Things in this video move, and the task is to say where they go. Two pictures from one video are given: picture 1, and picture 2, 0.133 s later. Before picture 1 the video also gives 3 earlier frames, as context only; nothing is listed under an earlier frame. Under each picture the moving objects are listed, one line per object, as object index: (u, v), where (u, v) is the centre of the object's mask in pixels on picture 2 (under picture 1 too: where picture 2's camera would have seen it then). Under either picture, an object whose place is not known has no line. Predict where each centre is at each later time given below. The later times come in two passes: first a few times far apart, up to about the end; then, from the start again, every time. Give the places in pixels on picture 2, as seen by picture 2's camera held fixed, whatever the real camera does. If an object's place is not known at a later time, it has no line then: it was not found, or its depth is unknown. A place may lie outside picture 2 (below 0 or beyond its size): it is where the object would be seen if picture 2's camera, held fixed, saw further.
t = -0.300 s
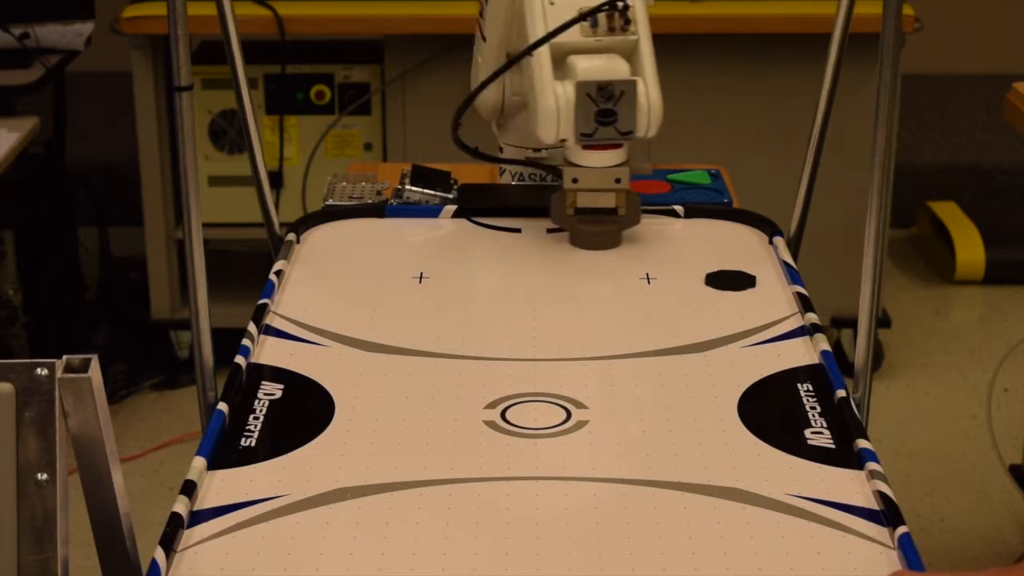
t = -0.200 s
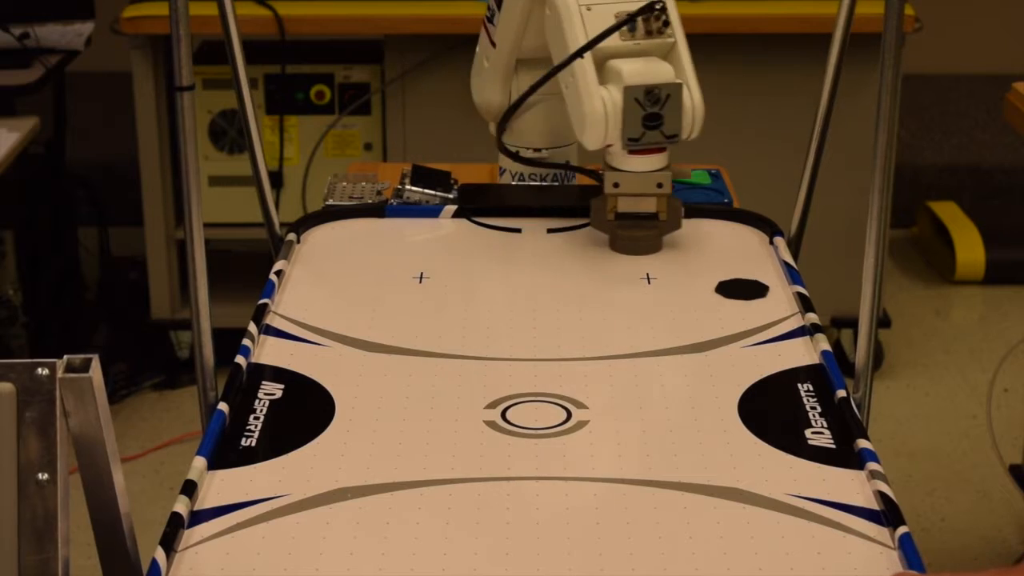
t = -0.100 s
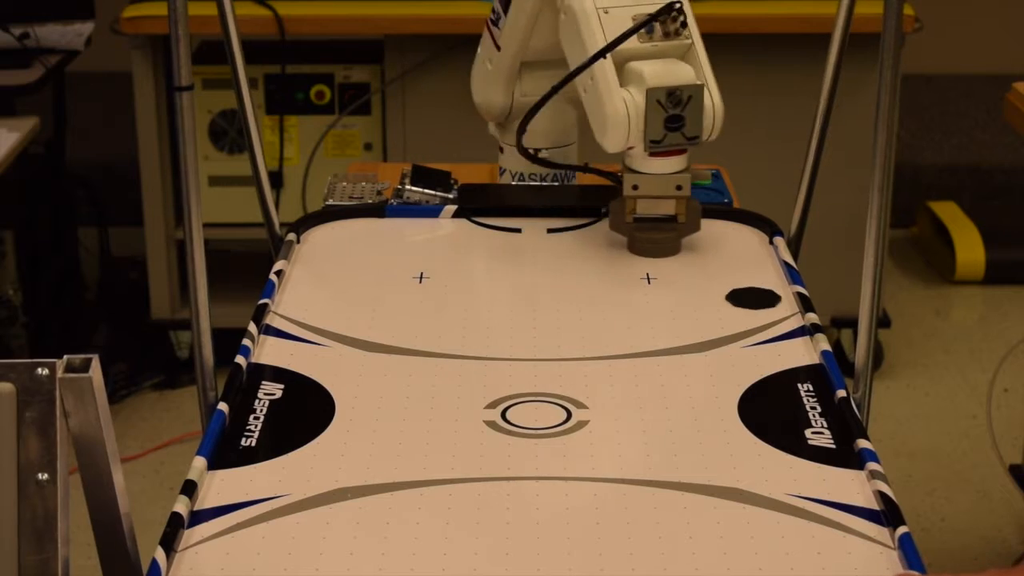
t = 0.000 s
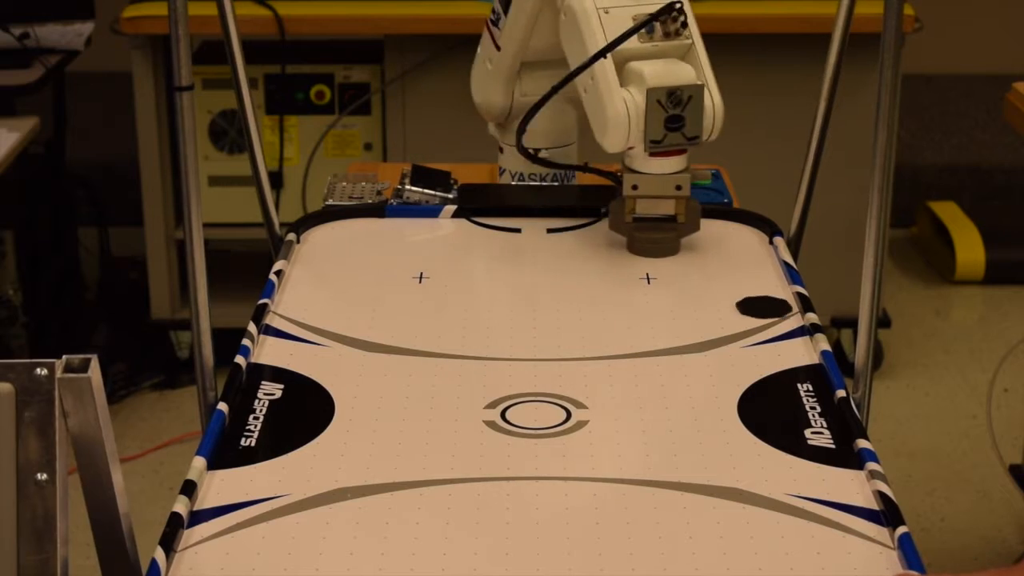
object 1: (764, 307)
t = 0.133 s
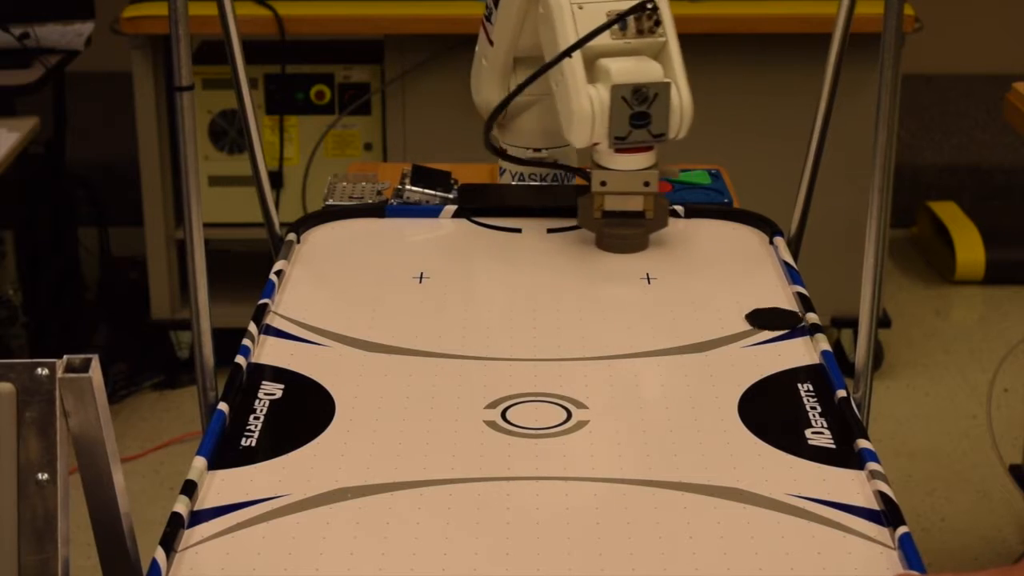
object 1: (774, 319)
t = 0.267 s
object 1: (759, 328)
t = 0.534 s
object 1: (720, 349)
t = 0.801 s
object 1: (673, 370)
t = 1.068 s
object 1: (618, 392)
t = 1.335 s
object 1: (554, 415)
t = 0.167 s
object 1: (770, 321)
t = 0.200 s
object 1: (766, 324)
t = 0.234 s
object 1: (762, 326)
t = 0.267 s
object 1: (759, 328)
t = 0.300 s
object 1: (754, 331)
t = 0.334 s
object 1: (750, 333)
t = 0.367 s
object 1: (746, 336)
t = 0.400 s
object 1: (740, 338)
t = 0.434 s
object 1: (735, 341)
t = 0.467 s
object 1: (730, 344)
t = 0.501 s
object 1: (725, 346)
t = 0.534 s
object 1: (720, 349)
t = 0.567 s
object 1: (714, 351)
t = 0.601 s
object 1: (709, 354)
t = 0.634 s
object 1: (703, 356)
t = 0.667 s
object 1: (697, 359)
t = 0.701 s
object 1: (691, 361)
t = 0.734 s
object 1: (685, 364)
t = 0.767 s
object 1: (679, 367)
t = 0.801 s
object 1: (673, 370)
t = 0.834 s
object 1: (666, 372)
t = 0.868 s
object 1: (659, 375)
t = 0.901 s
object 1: (653, 378)
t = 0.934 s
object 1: (646, 380)
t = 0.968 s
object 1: (639, 383)
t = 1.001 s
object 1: (632, 386)
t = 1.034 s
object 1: (625, 389)
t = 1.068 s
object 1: (618, 392)
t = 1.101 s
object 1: (611, 394)
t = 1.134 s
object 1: (603, 397)
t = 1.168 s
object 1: (595, 400)
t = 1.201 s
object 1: (587, 403)
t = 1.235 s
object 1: (579, 406)
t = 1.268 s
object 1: (570, 409)
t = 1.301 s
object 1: (562, 412)
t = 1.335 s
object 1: (554, 415)
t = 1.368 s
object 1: (546, 418)
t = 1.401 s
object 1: (537, 421)
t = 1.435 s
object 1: (528, 424)
